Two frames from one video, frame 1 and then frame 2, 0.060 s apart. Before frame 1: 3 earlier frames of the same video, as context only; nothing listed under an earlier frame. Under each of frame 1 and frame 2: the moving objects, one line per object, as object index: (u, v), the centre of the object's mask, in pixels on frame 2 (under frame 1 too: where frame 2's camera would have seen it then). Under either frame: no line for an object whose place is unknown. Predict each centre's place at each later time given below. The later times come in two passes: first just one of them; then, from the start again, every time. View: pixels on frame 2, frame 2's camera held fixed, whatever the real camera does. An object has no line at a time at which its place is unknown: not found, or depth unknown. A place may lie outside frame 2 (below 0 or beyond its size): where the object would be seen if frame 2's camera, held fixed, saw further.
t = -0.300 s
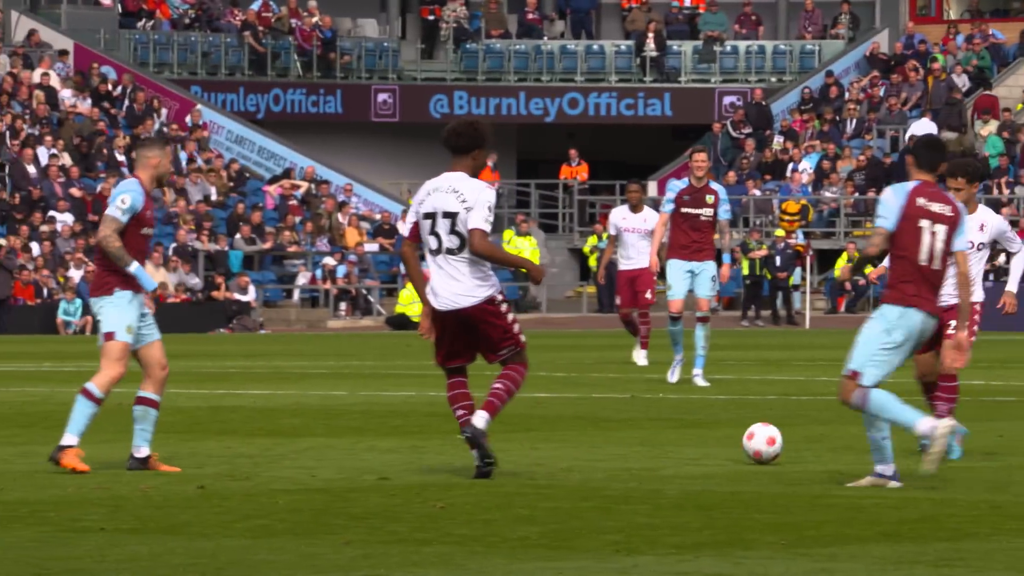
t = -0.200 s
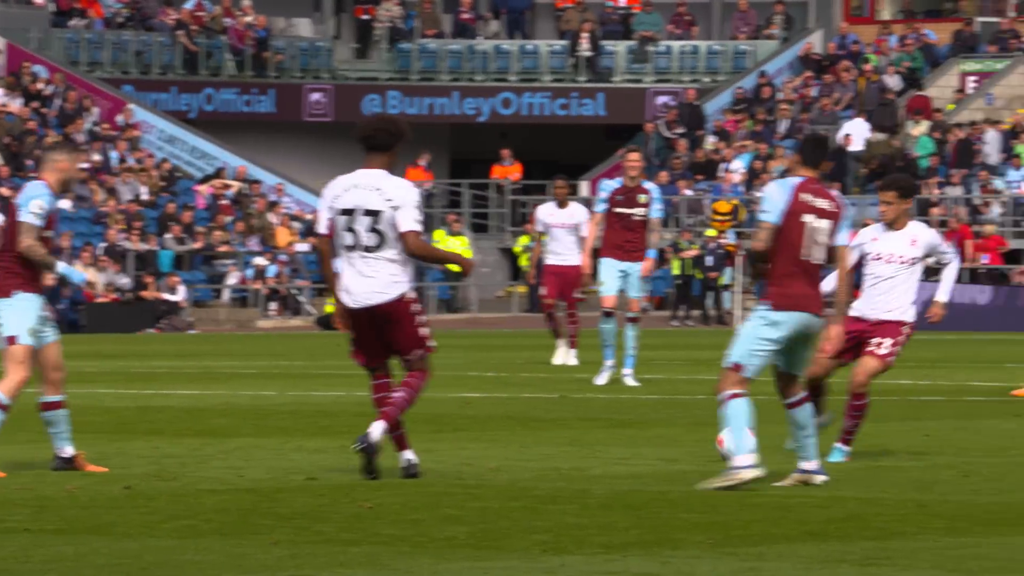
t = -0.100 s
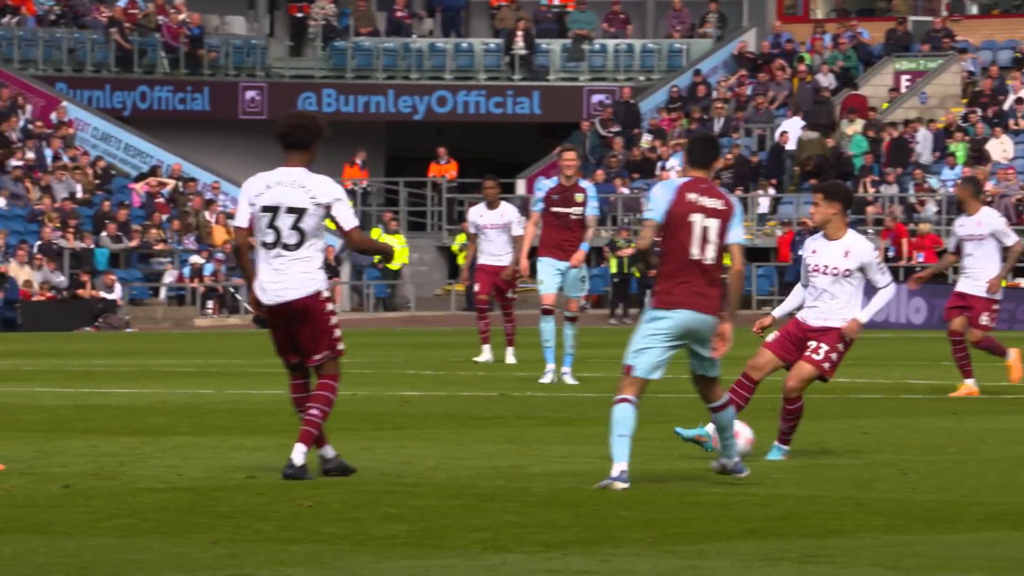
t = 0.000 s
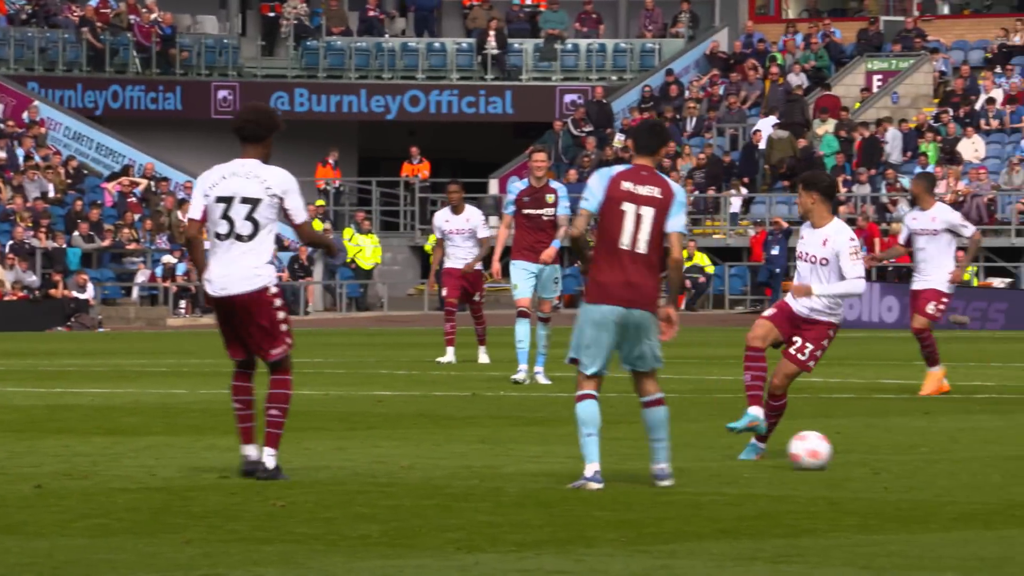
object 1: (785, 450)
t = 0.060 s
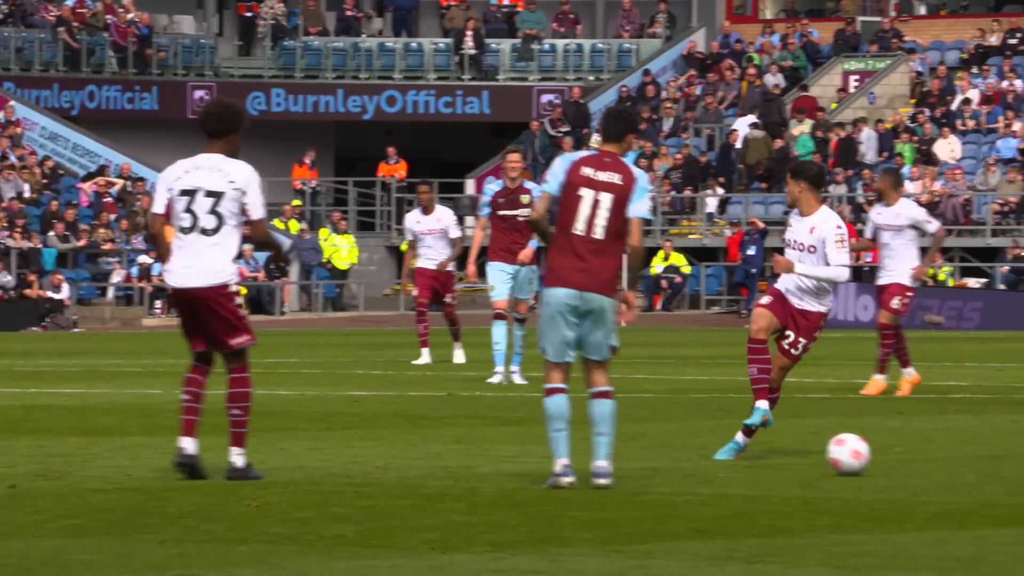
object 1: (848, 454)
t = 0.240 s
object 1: (1056, 475)
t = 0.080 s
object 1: (870, 456)
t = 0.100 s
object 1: (893, 459)
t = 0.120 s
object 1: (916, 462)
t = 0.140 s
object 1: (939, 465)
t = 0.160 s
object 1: (961, 466)
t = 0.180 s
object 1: (984, 468)
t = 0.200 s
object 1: (1008, 470)
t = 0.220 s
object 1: (1031, 472)
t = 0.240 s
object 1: (1056, 475)
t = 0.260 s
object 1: (1080, 478)
